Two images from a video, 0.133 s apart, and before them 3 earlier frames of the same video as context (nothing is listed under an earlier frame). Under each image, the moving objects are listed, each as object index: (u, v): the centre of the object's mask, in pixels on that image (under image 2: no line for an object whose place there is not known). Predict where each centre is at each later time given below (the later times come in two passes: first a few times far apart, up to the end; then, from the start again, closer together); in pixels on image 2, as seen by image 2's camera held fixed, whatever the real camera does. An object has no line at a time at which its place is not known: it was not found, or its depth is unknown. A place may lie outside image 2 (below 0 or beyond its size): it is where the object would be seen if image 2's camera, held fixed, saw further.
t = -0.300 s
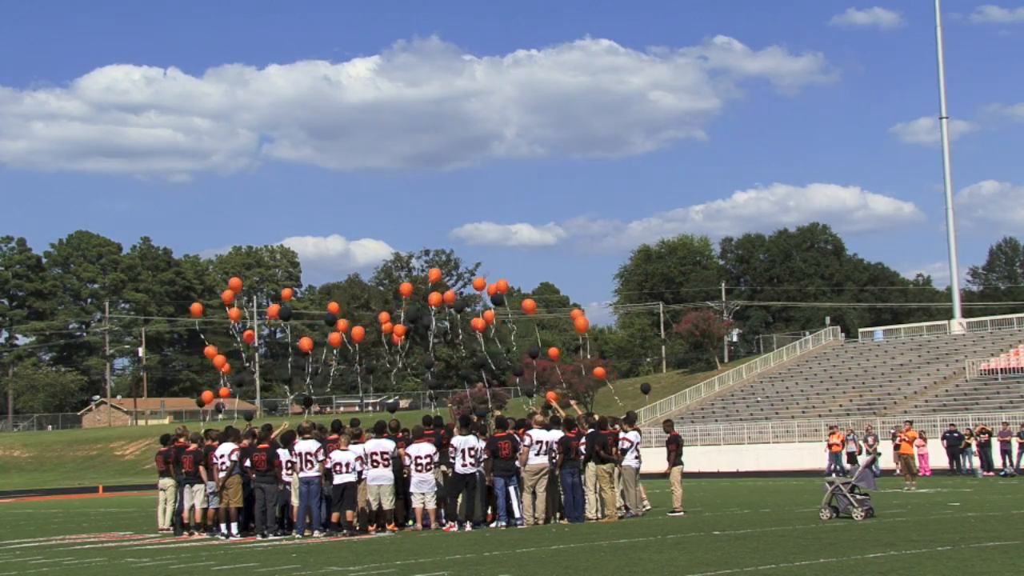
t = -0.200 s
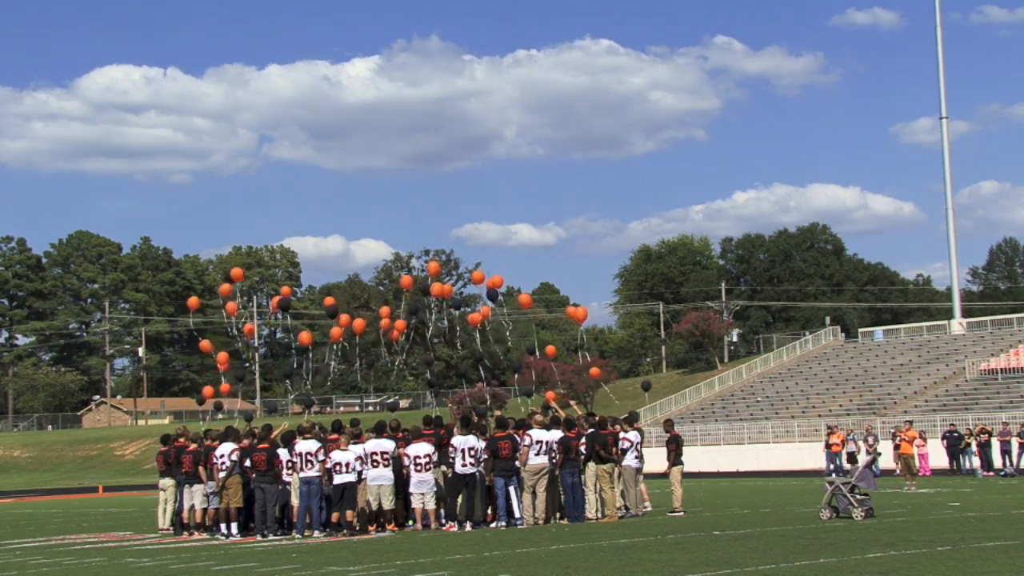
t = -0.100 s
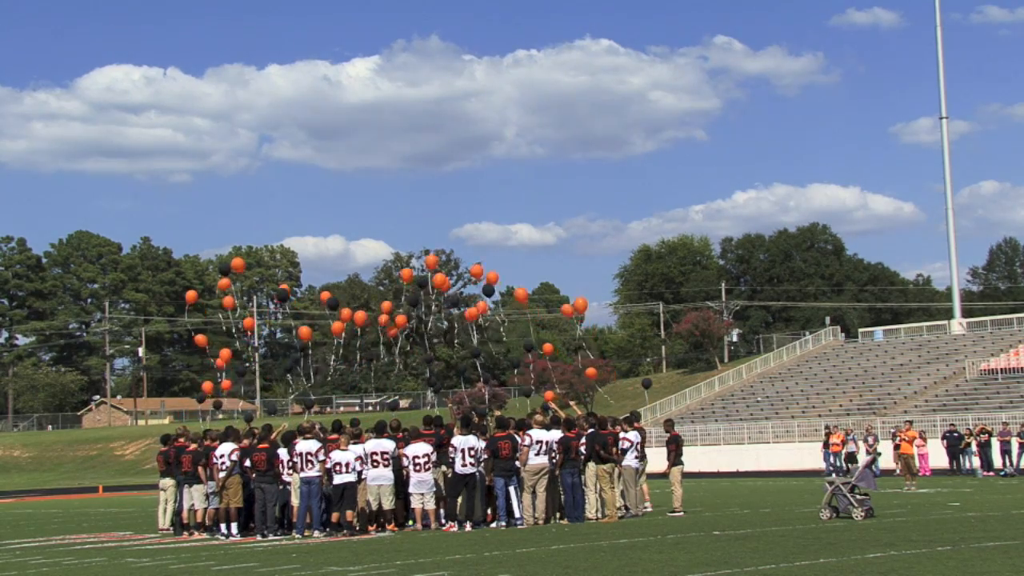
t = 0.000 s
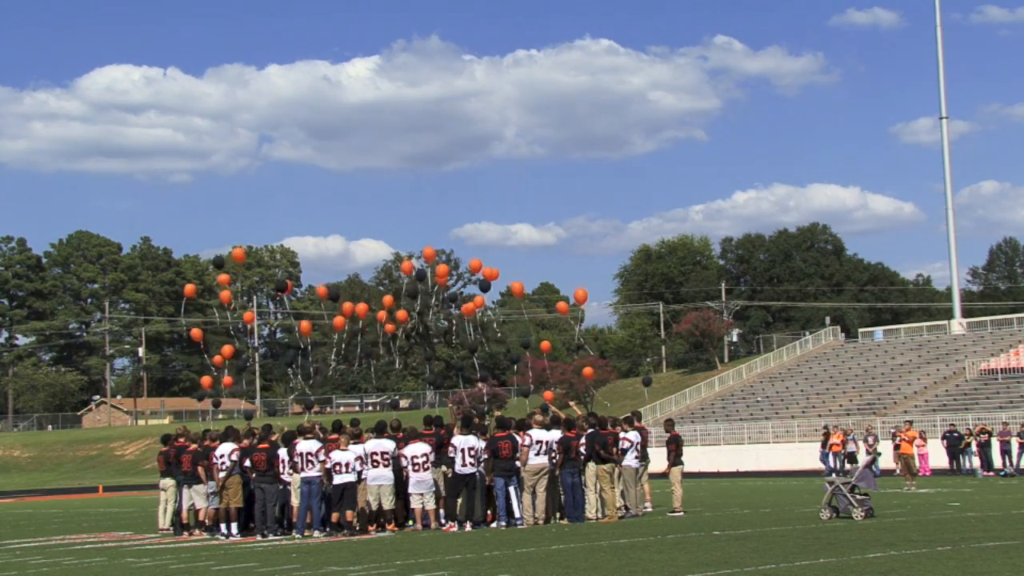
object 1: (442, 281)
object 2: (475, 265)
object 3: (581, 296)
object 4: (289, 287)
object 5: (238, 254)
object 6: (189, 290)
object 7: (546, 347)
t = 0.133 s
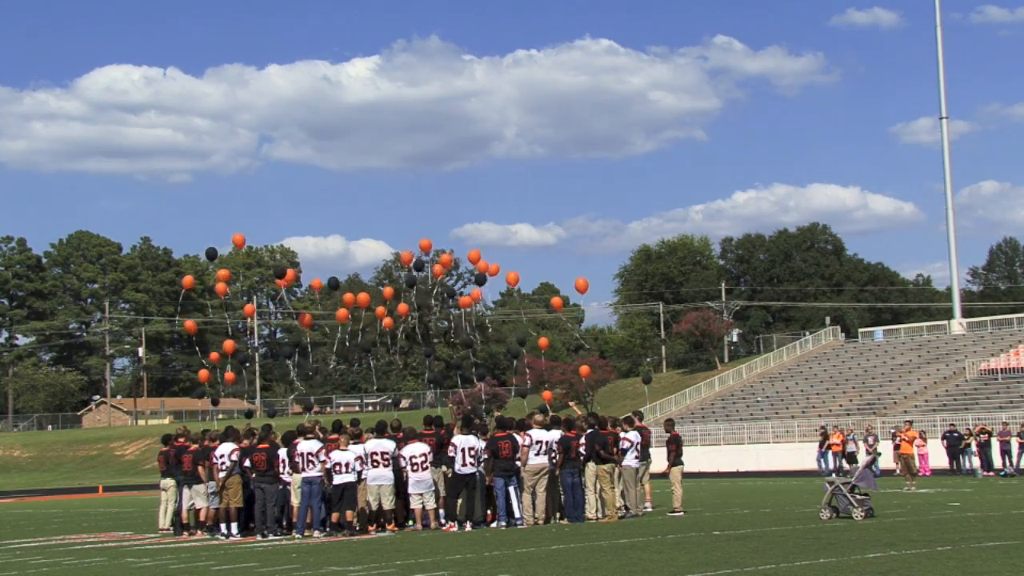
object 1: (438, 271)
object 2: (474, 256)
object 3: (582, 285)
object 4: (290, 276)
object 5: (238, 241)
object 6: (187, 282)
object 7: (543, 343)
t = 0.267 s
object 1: (435, 263)
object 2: (473, 247)
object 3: (583, 275)
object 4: (294, 265)
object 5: (237, 226)
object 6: (186, 274)
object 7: (542, 339)
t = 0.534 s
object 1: (426, 247)
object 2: (469, 226)
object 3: (582, 257)
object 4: (302, 243)
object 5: (227, 201)
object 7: (541, 331)
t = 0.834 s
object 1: (410, 233)
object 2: (463, 208)
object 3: (575, 237)
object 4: (299, 223)
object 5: (208, 185)
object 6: (174, 244)
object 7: (542, 319)
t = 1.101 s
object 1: (398, 222)
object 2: (455, 196)
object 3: (565, 216)
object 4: (290, 209)
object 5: (193, 166)
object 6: (158, 233)
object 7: (540, 309)
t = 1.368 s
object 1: (389, 210)
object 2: (445, 188)
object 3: (558, 195)
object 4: (282, 189)
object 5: (186, 143)
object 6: (140, 223)
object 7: (533, 302)
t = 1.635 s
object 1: (382, 196)
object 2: (435, 179)
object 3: (556, 177)
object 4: (272, 167)
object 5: (183, 126)
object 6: (130, 211)
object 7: (525, 297)
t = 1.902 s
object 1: (377, 180)
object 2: (430, 167)
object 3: (552, 160)
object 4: (260, 145)
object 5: (182, 117)
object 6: (131, 203)
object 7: (516, 295)
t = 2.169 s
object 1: (368, 165)
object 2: (429, 155)
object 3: (537, 142)
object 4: (246, 124)
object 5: (179, 107)
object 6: (134, 197)
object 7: (508, 292)
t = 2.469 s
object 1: (355, 149)
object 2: (421, 138)
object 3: (510, 124)
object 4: (228, 105)
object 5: (169, 89)
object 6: (134, 187)
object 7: (501, 285)
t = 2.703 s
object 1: (343, 140)
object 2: (403, 129)
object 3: (488, 106)
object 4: (216, 90)
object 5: (160, 74)
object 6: (131, 179)
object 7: (495, 278)
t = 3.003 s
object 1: (330, 127)
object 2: (378, 118)
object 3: (467, 85)
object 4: (204, 68)
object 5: (153, 52)
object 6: (121, 170)
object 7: (486, 270)
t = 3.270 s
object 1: (325, 114)
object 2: (356, 107)
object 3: (456, 74)
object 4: (197, 51)
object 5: (142, 31)
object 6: (112, 161)
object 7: (473, 266)
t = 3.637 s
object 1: (319, 101)
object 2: (332, 91)
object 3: (444, 69)
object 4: (182, 34)
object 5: (122, 9)
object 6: (109, 146)
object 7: (458, 259)
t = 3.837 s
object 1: (315, 95)
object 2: (321, 85)
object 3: (435, 63)
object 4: (172, 22)
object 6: (111, 137)
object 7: (450, 254)
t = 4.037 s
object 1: (309, 88)
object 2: (311, 80)
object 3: (423, 54)
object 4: (160, 8)
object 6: (111, 128)
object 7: (441, 250)
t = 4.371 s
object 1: (297, 71)
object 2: (290, 65)
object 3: (394, 41)
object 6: (107, 111)
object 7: (429, 247)
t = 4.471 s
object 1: (293, 68)
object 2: (285, 60)
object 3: (384, 38)
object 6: (103, 108)
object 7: (426, 245)
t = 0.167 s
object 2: (474, 254)
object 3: (582, 283)
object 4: (291, 273)
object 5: (238, 237)
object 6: (187, 280)
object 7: (542, 343)
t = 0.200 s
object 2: (474, 252)
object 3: (582, 280)
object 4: (292, 270)
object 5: (238, 233)
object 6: (187, 278)
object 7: (542, 342)
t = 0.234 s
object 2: (473, 249)
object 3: (582, 278)
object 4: (293, 267)
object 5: (238, 230)
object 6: (187, 276)
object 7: (542, 341)
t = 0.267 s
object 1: (435, 263)
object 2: (473, 247)
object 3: (583, 275)
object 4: (294, 265)
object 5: (237, 226)
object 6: (186, 274)
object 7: (542, 339)
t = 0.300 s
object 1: (434, 261)
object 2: (473, 244)
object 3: (583, 273)
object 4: (295, 263)
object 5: (237, 222)
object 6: (186, 272)
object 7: (542, 338)
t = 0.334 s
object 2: (472, 242)
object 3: (583, 270)
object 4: (296, 260)
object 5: (236, 219)
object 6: (186, 270)
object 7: (541, 337)
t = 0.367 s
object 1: (432, 257)
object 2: (472, 239)
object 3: (583, 268)
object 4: (297, 257)
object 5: (235, 215)
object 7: (541, 336)
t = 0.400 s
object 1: (430, 255)
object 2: (471, 236)
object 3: (583, 266)
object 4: (299, 253)
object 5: (234, 212)
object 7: (541, 335)
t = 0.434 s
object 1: (430, 253)
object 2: (471, 234)
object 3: (583, 264)
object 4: (299, 251)
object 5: (233, 209)
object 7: (541, 334)
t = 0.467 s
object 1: (428, 251)
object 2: (470, 231)
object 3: (582, 261)
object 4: (300, 248)
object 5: (231, 206)
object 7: (541, 333)
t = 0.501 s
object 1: (427, 249)
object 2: (469, 229)
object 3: (582, 259)
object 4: (301, 245)
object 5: (229, 203)
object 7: (541, 332)
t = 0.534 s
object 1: (426, 247)
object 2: (469, 226)
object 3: (582, 257)
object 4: (302, 243)
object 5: (227, 201)
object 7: (541, 331)
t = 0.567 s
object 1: (425, 246)
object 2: (468, 224)
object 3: (581, 255)
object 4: (302, 240)
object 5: (225, 199)
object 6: (183, 258)
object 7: (541, 329)
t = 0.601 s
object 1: (423, 244)
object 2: (468, 222)
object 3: (581, 253)
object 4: (303, 237)
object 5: (222, 197)
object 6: (183, 256)
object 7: (541, 328)
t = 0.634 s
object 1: (422, 243)
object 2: (467, 220)
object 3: (580, 251)
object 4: (302, 235)
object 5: (220, 195)
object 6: (182, 254)
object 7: (542, 327)
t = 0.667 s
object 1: (420, 241)
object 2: (467, 218)
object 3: (580, 249)
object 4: (302, 233)
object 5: (218, 193)
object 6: (180, 252)
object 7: (541, 326)
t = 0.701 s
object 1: (418, 240)
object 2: (466, 216)
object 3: (579, 246)
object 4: (302, 230)
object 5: (216, 191)
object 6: (180, 250)
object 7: (542, 324)
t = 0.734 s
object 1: (415, 239)
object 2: (465, 214)
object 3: (578, 244)
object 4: (301, 228)
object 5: (214, 190)
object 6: (179, 249)
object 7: (542, 323)
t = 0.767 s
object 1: (413, 237)
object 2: (465, 212)
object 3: (577, 241)
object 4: (301, 226)
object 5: (212, 188)
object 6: (177, 247)
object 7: (542, 322)
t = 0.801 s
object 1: (411, 235)
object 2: (464, 210)
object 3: (576, 239)
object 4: (300, 225)
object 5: (210, 186)
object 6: (176, 245)
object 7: (542, 320)
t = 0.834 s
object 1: (410, 233)
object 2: (463, 208)
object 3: (575, 237)
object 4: (299, 223)
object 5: (208, 185)
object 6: (174, 244)
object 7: (542, 319)
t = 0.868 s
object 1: (408, 231)
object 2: (462, 206)
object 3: (574, 234)
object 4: (298, 222)
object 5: (206, 183)
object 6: (173, 242)
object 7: (542, 318)
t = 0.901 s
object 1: (407, 230)
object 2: (462, 205)
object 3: (573, 232)
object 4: (297, 220)
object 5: (204, 180)
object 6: (171, 241)
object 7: (542, 317)
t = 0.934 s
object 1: (405, 228)
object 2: (461, 203)
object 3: (571, 229)
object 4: (296, 218)
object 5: (202, 179)
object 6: (169, 239)
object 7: (542, 316)
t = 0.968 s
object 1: (404, 227)
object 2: (460, 202)
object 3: (570, 227)
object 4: (295, 217)
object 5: (200, 176)
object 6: (167, 238)
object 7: (542, 314)
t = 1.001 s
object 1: (403, 226)
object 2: (459, 200)
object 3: (569, 224)
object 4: (293, 215)
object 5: (198, 174)
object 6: (164, 237)
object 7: (541, 313)
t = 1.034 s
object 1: (401, 225)
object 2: (458, 199)
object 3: (568, 221)
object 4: (292, 213)
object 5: (197, 172)
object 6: (162, 236)
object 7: (541, 312)
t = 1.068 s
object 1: (400, 223)
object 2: (457, 198)
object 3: (566, 219)
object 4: (291, 211)
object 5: (195, 169)
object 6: (160, 234)
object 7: (540, 310)
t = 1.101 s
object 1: (398, 222)
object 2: (455, 196)
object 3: (565, 216)
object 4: (290, 209)
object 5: (193, 166)
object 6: (158, 233)
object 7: (540, 309)
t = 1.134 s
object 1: (398, 221)
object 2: (454, 195)
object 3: (564, 213)
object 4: (289, 207)
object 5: (192, 163)
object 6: (155, 232)
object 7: (539, 308)
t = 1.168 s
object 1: (396, 219)
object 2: (453, 194)
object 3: (563, 211)
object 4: (288, 205)
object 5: (191, 160)
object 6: (153, 231)
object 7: (538, 307)
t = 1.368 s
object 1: (389, 210)
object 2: (445, 188)
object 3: (558, 195)
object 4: (282, 189)
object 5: (186, 143)
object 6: (140, 223)
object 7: (533, 302)
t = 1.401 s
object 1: (389, 208)
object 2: (444, 187)
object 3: (558, 193)
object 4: (281, 187)
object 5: (185, 141)
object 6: (139, 222)
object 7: (533, 301)
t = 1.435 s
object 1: (387, 206)
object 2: (442, 186)
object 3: (557, 190)
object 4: (280, 184)
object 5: (185, 138)
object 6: (137, 220)
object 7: (532, 300)
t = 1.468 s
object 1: (387, 204)
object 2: (441, 185)
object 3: (557, 188)
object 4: (279, 181)
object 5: (184, 136)
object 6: (135, 219)
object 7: (531, 299)
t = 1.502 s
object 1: (386, 202)
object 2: (440, 184)
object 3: (557, 185)
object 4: (277, 178)
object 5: (184, 134)
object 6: (134, 217)
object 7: (530, 299)
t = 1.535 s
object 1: (385, 201)
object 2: (439, 183)
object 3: (557, 183)
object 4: (276, 175)
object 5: (184, 131)
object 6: (133, 216)
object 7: (529, 299)
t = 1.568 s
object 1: (384, 199)
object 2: (438, 181)
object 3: (557, 181)
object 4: (275, 173)
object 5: (183, 129)
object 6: (132, 214)
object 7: (528, 298)
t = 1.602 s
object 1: (383, 198)
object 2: (437, 180)
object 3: (556, 179)
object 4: (273, 170)
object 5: (183, 128)
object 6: (131, 213)
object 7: (526, 297)
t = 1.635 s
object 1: (382, 196)
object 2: (435, 179)
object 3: (556, 177)
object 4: (272, 167)
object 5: (183, 126)
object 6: (130, 211)
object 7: (525, 297)
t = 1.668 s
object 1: (382, 194)
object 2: (434, 177)
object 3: (556, 175)
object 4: (271, 164)
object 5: (183, 124)
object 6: (130, 211)
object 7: (524, 297)
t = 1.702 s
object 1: (381, 192)
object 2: (433, 176)
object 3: (556, 172)
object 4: (269, 161)
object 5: (183, 123)
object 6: (129, 209)
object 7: (523, 296)
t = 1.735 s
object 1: (381, 190)
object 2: (433, 175)
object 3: (555, 170)
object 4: (268, 159)
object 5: (182, 122)
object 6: (129, 208)
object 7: (521, 296)
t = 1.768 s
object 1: (380, 188)
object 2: (432, 173)
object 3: (555, 169)
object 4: (266, 156)
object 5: (182, 121)
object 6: (129, 207)
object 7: (520, 295)
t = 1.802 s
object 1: (379, 186)
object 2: (431, 172)
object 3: (554, 166)
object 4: (265, 153)
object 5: (182, 120)
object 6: (130, 206)
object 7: (519, 295)
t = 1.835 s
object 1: (378, 184)
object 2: (431, 170)
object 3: (554, 164)
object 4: (263, 151)
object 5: (182, 119)
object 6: (130, 205)
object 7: (518, 295)
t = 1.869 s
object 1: (377, 183)
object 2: (430, 169)
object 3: (553, 162)
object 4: (262, 148)
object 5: (182, 118)
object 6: (130, 204)
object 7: (516, 295)
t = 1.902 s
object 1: (377, 180)
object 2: (430, 167)
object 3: (552, 160)
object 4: (260, 145)
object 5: (182, 117)
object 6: (131, 203)
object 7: (516, 295)
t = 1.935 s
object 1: (376, 179)
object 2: (430, 166)
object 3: (551, 158)
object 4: (259, 143)
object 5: (182, 115)
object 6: (131, 202)
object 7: (514, 294)
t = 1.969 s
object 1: (375, 177)
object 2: (430, 164)
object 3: (550, 155)
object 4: (257, 140)
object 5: (181, 115)
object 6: (131, 201)
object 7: (513, 294)
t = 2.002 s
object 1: (374, 175)
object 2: (429, 163)
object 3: (548, 153)
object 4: (255, 137)
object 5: (181, 114)
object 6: (132, 201)
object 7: (512, 294)
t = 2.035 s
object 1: (373, 173)
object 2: (429, 161)
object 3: (546, 151)
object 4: (254, 135)
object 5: (181, 112)
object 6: (132, 200)
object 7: (511, 293)
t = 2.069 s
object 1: (372, 171)
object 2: (429, 160)
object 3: (544, 148)
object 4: (252, 132)
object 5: (180, 111)
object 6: (132, 199)
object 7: (510, 293)
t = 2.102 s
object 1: (371, 169)
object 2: (429, 158)
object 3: (542, 146)
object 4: (250, 129)
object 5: (180, 110)
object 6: (133, 198)
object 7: (510, 292)
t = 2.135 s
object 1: (370, 167)
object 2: (429, 156)
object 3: (540, 144)
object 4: (248, 127)
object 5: (179, 109)
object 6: (133, 198)
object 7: (509, 292)
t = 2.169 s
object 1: (368, 165)
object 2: (429, 155)
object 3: (537, 142)
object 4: (246, 124)
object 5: (179, 107)
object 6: (134, 197)
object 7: (508, 292)
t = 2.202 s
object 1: (367, 163)
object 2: (429, 153)
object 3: (534, 139)
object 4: (244, 122)
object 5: (178, 105)
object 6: (134, 196)
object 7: (507, 291)
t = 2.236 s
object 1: (366, 161)
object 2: (429, 151)
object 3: (532, 137)
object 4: (242, 120)
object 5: (177, 103)
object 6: (134, 195)
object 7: (506, 291)
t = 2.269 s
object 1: (364, 159)
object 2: (428, 150)
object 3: (528, 136)
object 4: (240, 118)
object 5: (176, 101)
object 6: (134, 194)
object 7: (505, 290)
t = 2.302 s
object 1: (363, 157)
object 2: (427, 148)
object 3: (526, 134)
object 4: (238, 116)
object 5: (175, 99)
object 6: (134, 193)
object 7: (504, 289)
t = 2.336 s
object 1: (362, 156)
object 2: (426, 146)
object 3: (523, 132)
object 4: (236, 113)
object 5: (174, 97)
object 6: (134, 192)
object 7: (504, 288)
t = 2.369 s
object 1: (360, 154)
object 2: (425, 144)
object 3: (519, 130)
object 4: (234, 111)
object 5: (173, 95)
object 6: (134, 191)
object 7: (503, 288)
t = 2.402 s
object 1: (358, 152)
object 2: (424, 142)
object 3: (516, 128)
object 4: (232, 109)
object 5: (172, 93)
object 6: (134, 190)
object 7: (502, 286)
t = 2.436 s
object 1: (357, 150)
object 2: (423, 140)
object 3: (513, 125)
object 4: (230, 107)
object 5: (170, 91)
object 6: (134, 189)
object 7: (501, 286)
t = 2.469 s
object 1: (355, 149)
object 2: (421, 138)
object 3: (510, 124)
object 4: (228, 105)
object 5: (169, 89)
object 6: (134, 187)
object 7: (501, 285)
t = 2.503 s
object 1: (353, 147)
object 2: (419, 137)
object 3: (507, 122)
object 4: (226, 103)
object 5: (168, 87)
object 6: (134, 186)
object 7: (500, 284)
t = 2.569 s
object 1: (350, 145)
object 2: (414, 134)
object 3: (500, 116)
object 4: (223, 99)
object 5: (165, 83)
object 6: (133, 184)
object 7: (498, 282)
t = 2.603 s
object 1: (348, 144)
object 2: (411, 133)
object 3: (497, 114)
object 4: (221, 97)
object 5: (164, 81)
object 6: (133, 182)
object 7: (497, 281)
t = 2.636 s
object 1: (346, 142)
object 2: (408, 131)
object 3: (494, 112)
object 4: (219, 95)
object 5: (163, 79)
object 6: (133, 181)
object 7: (497, 280)
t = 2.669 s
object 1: (345, 141)
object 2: (405, 131)
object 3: (491, 109)
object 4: (218, 93)
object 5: (161, 76)
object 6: (132, 180)
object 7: (496, 279)
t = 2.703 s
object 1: (343, 140)
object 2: (403, 129)
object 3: (488, 106)
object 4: (216, 90)
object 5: (160, 74)
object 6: (131, 179)
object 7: (495, 278)
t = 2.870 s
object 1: (335, 133)
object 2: (389, 124)
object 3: (475, 94)
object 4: (209, 78)
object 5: (156, 63)
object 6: (126, 174)
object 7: (490, 273)
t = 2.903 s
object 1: (334, 132)
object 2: (387, 123)
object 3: (473, 92)
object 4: (207, 75)
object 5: (156, 60)
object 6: (125, 173)
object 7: (489, 272)
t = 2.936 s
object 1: (332, 131)
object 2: (384, 121)
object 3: (470, 90)
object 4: (206, 73)
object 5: (155, 58)
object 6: (123, 172)
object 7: (488, 272)
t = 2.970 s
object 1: (331, 129)
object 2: (381, 120)
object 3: (469, 87)
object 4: (205, 70)
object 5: (154, 55)
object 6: (122, 171)
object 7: (487, 271)
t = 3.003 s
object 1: (330, 127)
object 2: (378, 118)
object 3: (467, 85)
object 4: (204, 68)
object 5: (153, 52)
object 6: (121, 170)
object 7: (486, 270)
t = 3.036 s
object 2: (375, 117)
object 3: (465, 83)
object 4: (204, 65)
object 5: (152, 50)
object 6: (120, 169)
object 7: (484, 269)
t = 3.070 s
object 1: (328, 124)
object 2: (372, 116)
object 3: (464, 82)
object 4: (203, 63)
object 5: (150, 47)
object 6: (118, 168)
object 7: (483, 268)
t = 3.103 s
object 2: (369, 114)
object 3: (462, 80)
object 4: (202, 61)
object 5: (149, 44)
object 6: (117, 167)
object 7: (481, 267)
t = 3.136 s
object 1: (327, 120)
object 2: (366, 113)
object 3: (461, 79)
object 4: (201, 59)
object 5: (148, 42)
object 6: (116, 166)
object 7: (480, 266)
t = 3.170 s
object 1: (326, 118)
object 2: (364, 111)
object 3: (459, 77)
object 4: (200, 57)
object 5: (146, 39)
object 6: (115, 165)
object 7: (478, 266)
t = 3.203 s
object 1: (326, 117)
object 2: (361, 110)
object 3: (458, 76)
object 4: (199, 54)
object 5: (145, 36)
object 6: (114, 164)
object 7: (475, 266)
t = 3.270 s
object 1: (325, 114)
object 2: (356, 107)
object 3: (456, 74)
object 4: (197, 51)
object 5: (142, 31)
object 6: (112, 161)
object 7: (473, 266)
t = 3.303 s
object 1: (324, 113)
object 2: (353, 105)
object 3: (455, 74)
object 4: (195, 49)
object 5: (140, 29)
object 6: (111, 160)
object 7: (471, 267)
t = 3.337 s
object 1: (323, 112)
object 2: (351, 104)
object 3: (454, 73)
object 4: (194, 48)
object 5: (139, 26)
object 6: (110, 159)
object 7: (470, 266)
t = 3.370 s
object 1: (323, 111)
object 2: (348, 102)
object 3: (454, 73)
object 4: (193, 46)
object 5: (137, 24)
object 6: (109, 157)
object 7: (468, 266)
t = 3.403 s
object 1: (322, 110)
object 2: (346, 101)
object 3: (453, 72)
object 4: (192, 45)
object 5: (135, 22)
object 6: (109, 156)
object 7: (467, 265)
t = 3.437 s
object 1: (321, 108)
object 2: (344, 99)
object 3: (452, 72)
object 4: (191, 43)
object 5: (133, 19)
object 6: (109, 154)
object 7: (465, 264)
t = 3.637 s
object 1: (319, 101)
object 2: (332, 91)
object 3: (444, 69)
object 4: (182, 34)
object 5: (122, 9)
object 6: (109, 146)
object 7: (458, 259)
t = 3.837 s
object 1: (315, 95)
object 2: (321, 85)
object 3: (435, 63)
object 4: (172, 22)
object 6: (111, 137)
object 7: (450, 254)
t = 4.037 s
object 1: (309, 88)
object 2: (311, 80)
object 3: (423, 54)
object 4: (160, 8)
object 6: (111, 128)
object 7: (441, 250)
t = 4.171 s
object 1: (306, 82)
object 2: (302, 75)
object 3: (412, 48)
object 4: (151, 3)
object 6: (111, 121)
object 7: (436, 249)
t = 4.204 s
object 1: (305, 80)
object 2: (301, 73)
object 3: (409, 47)
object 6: (110, 120)
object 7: (434, 248)
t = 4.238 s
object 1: (304, 78)
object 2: (299, 72)
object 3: (406, 46)
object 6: (110, 117)
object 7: (433, 248)
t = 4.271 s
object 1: (302, 76)
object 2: (296, 70)
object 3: (403, 44)
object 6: (109, 116)
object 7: (432, 247)
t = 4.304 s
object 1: (301, 74)
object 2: (295, 69)
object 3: (400, 43)
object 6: (108, 114)
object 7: (431, 247)
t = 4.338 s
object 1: (299, 72)
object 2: (292, 67)
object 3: (397, 42)
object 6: (108, 113)
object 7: (429, 247)
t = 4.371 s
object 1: (297, 71)
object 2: (290, 65)
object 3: (394, 41)
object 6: (107, 111)
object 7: (429, 247)
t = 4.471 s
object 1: (293, 68)
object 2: (285, 60)
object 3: (384, 38)
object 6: (103, 108)
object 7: (426, 245)
